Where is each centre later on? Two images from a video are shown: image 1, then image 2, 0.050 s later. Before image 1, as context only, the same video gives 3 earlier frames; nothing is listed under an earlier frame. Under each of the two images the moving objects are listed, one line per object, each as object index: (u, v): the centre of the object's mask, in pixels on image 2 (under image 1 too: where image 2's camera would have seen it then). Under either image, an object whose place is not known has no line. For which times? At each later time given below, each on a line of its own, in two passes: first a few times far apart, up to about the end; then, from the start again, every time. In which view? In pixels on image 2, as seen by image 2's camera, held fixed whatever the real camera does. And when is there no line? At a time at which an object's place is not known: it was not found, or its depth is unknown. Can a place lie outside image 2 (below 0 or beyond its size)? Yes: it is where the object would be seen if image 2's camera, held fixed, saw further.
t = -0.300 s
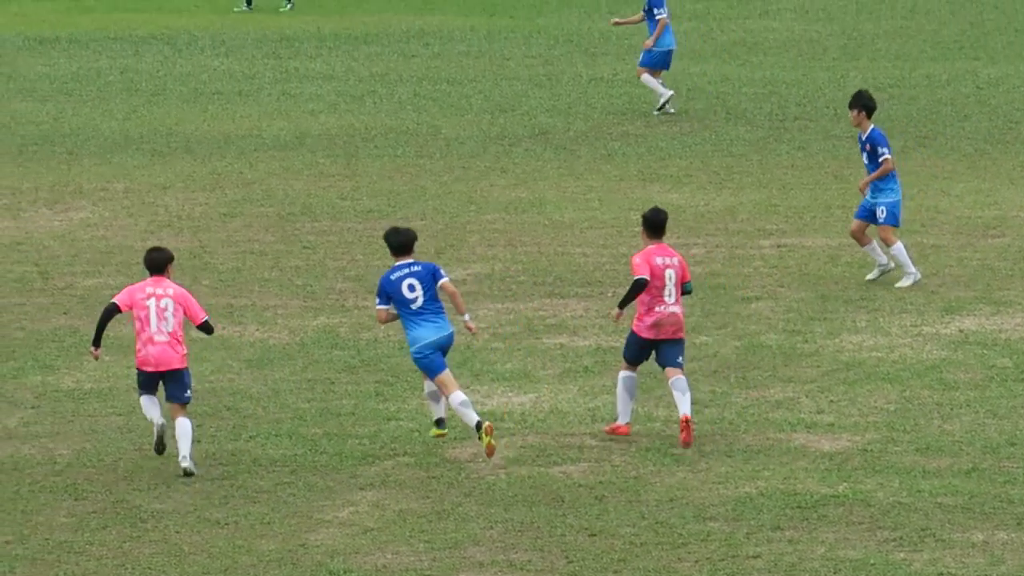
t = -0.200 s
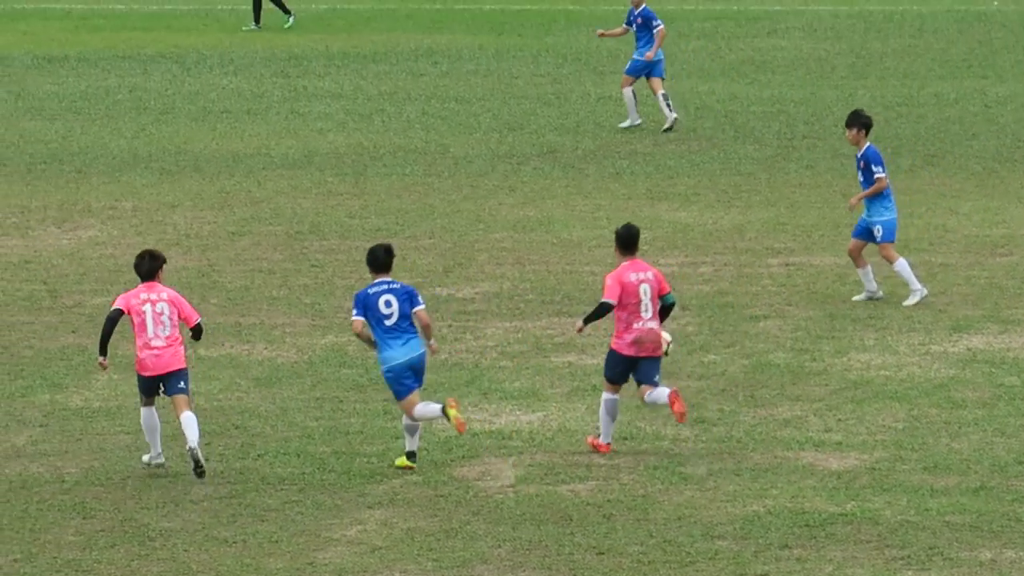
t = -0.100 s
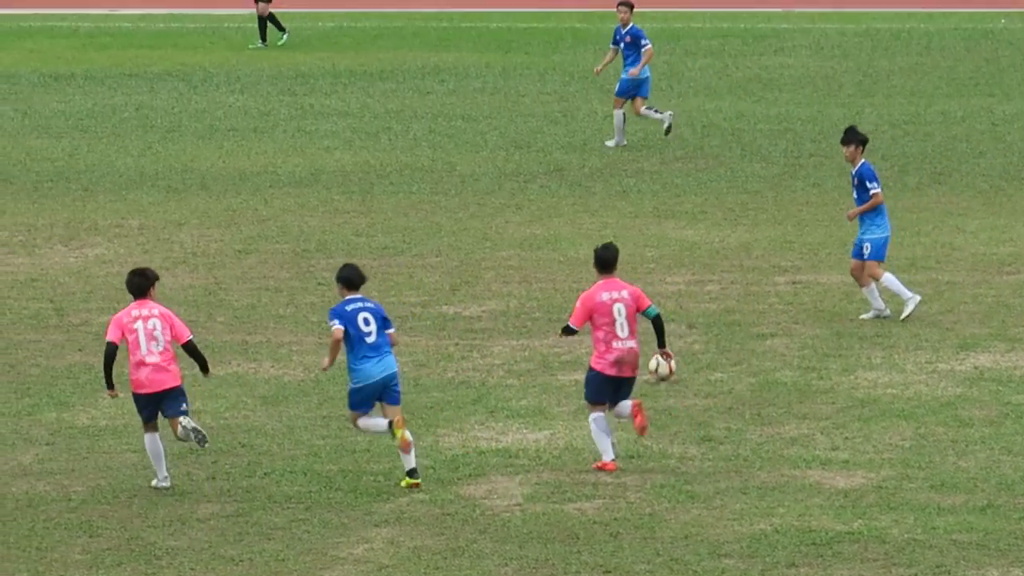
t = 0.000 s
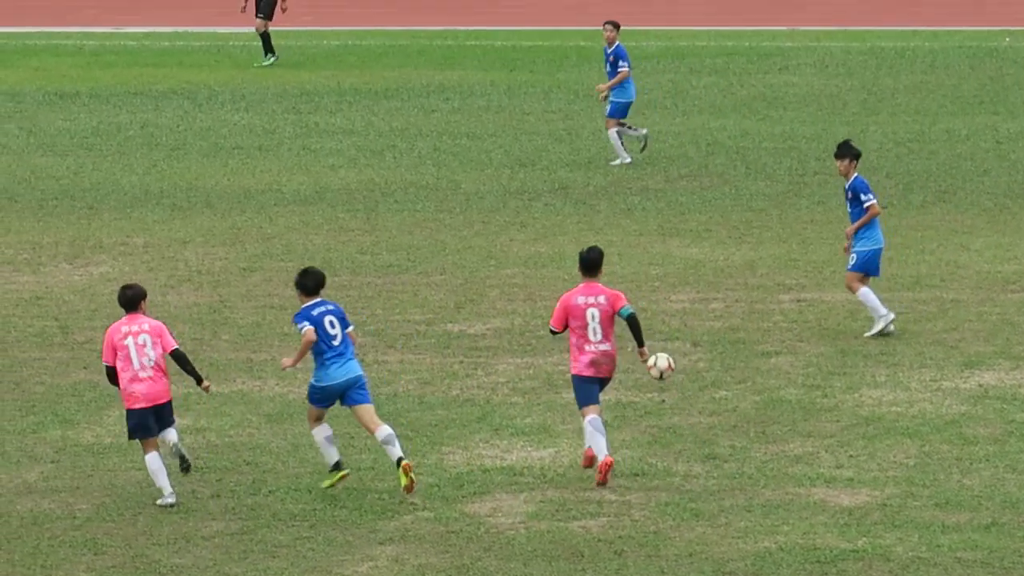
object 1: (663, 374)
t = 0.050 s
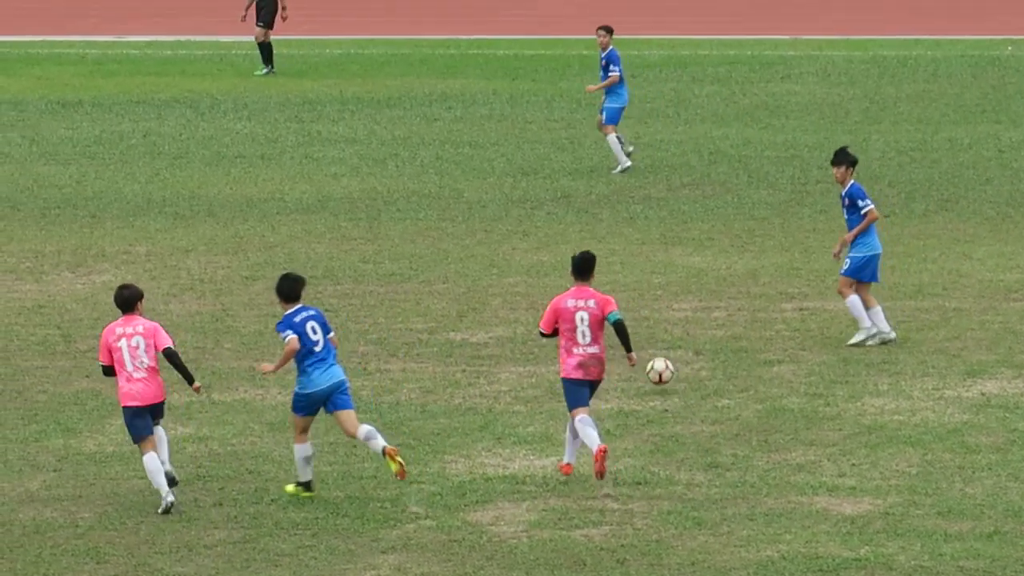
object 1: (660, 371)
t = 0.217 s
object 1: (652, 358)
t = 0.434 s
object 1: (646, 336)
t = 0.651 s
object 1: (639, 325)
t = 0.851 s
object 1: (631, 304)
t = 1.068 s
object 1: (623, 289)
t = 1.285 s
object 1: (618, 283)
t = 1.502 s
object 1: (613, 270)
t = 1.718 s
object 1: (607, 257)
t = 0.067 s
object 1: (658, 370)
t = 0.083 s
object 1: (658, 370)
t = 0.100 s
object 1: (657, 370)
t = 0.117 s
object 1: (656, 371)
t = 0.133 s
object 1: (656, 372)
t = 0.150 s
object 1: (655, 370)
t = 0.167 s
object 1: (654, 367)
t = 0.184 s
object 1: (654, 362)
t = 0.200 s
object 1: (653, 361)
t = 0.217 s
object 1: (652, 358)
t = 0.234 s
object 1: (652, 355)
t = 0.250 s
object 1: (651, 354)
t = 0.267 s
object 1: (651, 353)
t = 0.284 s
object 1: (651, 351)
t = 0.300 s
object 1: (649, 351)
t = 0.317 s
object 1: (649, 352)
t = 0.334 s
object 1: (649, 350)
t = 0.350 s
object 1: (648, 351)
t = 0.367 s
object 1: (648, 351)
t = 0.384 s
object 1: (647, 347)
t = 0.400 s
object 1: (646, 344)
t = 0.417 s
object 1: (646, 341)
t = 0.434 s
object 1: (646, 336)
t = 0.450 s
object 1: (645, 335)
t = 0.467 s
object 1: (645, 332)
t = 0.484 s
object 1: (644, 330)
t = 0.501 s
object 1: (644, 329)
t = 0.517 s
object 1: (643, 327)
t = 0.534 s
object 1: (643, 326)
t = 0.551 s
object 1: (642, 326)
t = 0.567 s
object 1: (642, 326)
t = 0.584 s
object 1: (641, 326)
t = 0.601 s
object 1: (641, 327)
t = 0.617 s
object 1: (640, 328)
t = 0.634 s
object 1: (640, 328)
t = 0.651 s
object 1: (639, 325)
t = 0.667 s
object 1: (638, 321)
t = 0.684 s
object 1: (638, 318)
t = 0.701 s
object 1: (637, 315)
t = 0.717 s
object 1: (636, 312)
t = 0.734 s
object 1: (636, 310)
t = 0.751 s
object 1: (635, 307)
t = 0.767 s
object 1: (634, 306)
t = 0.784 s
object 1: (634, 306)
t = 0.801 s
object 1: (633, 305)
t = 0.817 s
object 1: (633, 304)
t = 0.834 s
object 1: (631, 304)
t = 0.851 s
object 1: (631, 304)
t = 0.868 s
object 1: (630, 305)
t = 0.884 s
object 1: (630, 305)
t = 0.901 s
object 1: (629, 307)
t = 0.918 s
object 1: (628, 308)
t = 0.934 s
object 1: (628, 304)
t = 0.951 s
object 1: (627, 302)
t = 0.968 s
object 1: (627, 299)
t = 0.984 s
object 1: (626, 296)
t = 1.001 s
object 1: (625, 294)
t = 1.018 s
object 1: (625, 293)
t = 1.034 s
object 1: (624, 291)
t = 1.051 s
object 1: (624, 290)
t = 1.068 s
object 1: (623, 289)
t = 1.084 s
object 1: (623, 289)
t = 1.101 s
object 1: (622, 289)
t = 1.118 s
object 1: (622, 289)
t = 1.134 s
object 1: (621, 290)
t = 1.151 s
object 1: (621, 292)
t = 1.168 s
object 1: (620, 291)
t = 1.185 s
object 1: (620, 289)
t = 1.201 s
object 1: (619, 287)
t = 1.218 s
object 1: (619, 286)
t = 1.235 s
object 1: (619, 284)
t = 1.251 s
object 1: (618, 284)
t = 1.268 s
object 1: (618, 283)
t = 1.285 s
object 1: (618, 283)
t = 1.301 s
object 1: (617, 282)
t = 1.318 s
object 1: (617, 281)
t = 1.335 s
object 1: (617, 279)
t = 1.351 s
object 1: (616, 276)
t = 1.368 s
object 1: (616, 275)
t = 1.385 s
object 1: (616, 272)
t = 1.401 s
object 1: (615, 271)
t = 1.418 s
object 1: (614, 270)
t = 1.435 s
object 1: (614, 270)
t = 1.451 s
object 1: (614, 270)
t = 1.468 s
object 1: (614, 269)
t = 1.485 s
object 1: (614, 270)
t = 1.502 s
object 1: (613, 270)
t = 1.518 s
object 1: (613, 269)
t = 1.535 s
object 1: (611, 267)
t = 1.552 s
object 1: (611, 265)
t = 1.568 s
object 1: (611, 262)
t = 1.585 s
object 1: (610, 261)
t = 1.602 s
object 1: (610, 260)
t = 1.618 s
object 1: (610, 259)
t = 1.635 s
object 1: (609, 258)
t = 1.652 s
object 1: (609, 258)
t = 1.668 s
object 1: (607, 258)
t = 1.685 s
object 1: (607, 258)
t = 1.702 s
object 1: (607, 258)
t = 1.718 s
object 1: (607, 257)
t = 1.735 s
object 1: (606, 256)
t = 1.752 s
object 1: (606, 254)
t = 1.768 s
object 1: (604, 253)
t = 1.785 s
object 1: (605, 251)
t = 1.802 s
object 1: (604, 250)
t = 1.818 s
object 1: (604, 250)
